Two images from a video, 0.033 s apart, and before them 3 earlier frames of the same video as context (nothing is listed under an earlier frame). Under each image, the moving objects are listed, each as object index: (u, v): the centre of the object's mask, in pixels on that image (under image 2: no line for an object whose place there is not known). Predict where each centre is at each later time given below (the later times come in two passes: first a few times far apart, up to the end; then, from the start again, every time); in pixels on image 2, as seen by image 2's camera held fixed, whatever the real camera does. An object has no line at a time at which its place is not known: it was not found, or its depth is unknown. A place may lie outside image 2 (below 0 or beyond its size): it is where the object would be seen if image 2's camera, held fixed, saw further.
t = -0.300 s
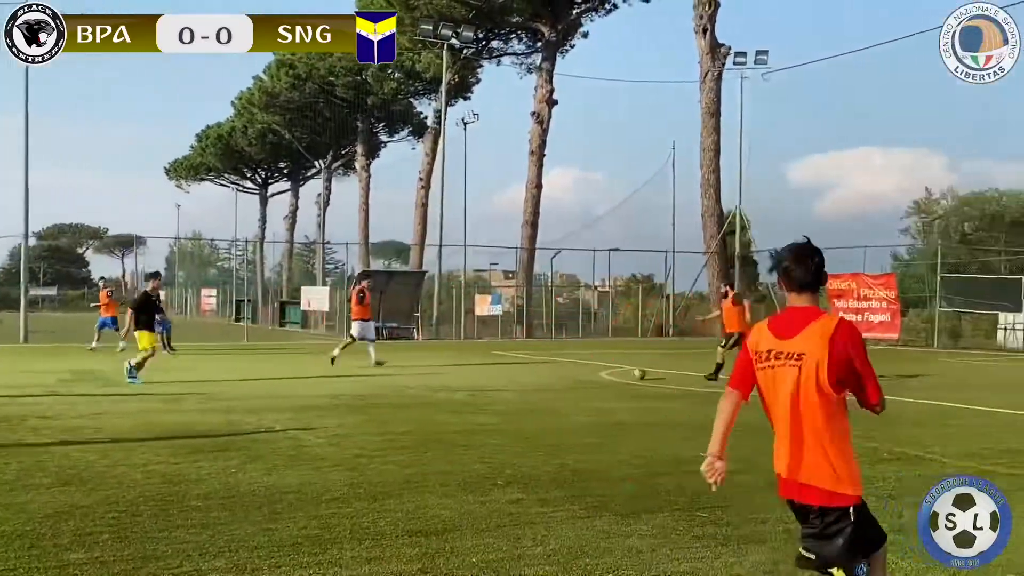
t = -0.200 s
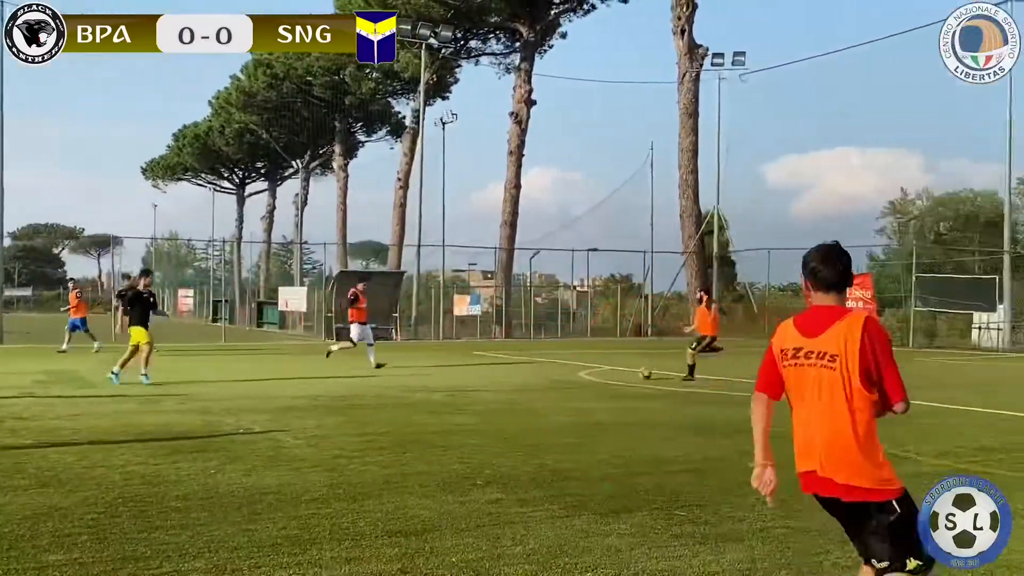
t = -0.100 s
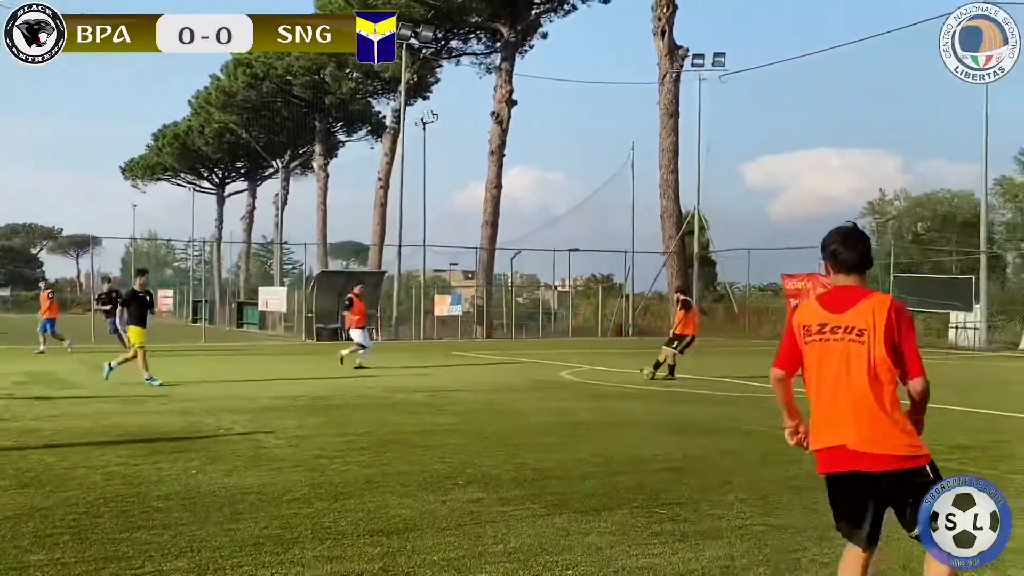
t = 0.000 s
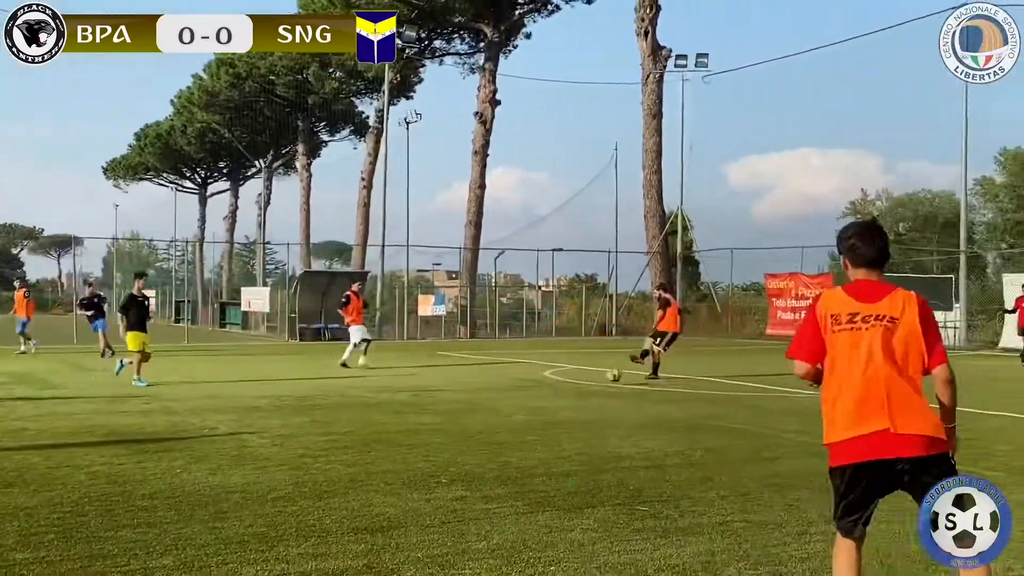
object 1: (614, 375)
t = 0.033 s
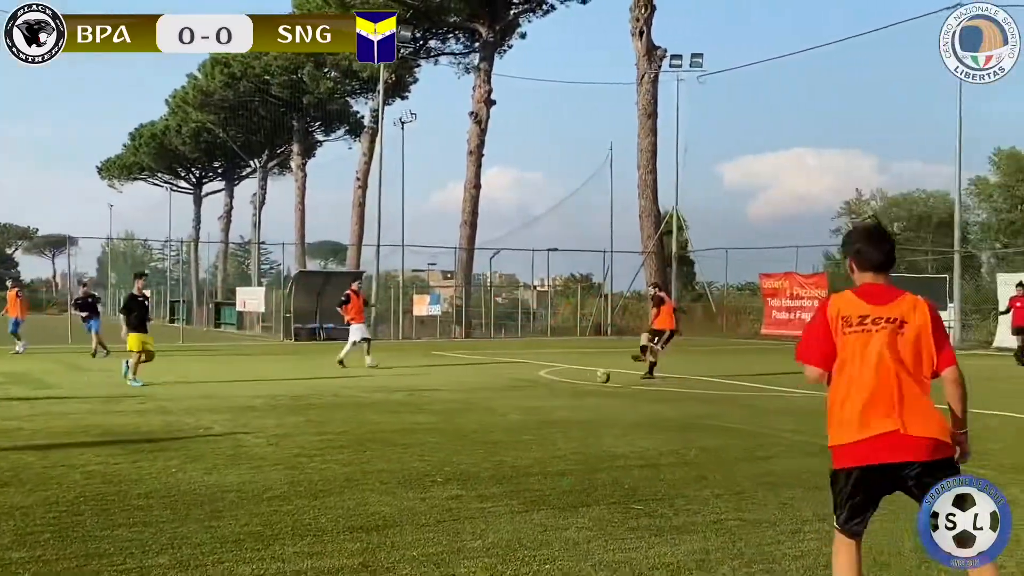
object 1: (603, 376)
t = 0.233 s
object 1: (568, 390)
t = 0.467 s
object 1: (530, 409)
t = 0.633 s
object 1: (505, 422)
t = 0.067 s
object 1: (597, 379)
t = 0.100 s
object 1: (591, 383)
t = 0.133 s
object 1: (584, 387)
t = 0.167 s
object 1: (579, 387)
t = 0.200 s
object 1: (574, 388)
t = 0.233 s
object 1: (568, 390)
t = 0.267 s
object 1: (562, 394)
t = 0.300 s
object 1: (557, 398)
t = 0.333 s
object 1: (551, 401)
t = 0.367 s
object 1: (546, 401)
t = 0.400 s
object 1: (542, 403)
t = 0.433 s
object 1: (535, 405)
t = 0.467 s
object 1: (530, 409)
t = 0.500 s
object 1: (525, 413)
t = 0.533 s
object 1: (520, 415)
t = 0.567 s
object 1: (515, 418)
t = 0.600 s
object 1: (510, 420)
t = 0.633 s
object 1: (505, 422)
